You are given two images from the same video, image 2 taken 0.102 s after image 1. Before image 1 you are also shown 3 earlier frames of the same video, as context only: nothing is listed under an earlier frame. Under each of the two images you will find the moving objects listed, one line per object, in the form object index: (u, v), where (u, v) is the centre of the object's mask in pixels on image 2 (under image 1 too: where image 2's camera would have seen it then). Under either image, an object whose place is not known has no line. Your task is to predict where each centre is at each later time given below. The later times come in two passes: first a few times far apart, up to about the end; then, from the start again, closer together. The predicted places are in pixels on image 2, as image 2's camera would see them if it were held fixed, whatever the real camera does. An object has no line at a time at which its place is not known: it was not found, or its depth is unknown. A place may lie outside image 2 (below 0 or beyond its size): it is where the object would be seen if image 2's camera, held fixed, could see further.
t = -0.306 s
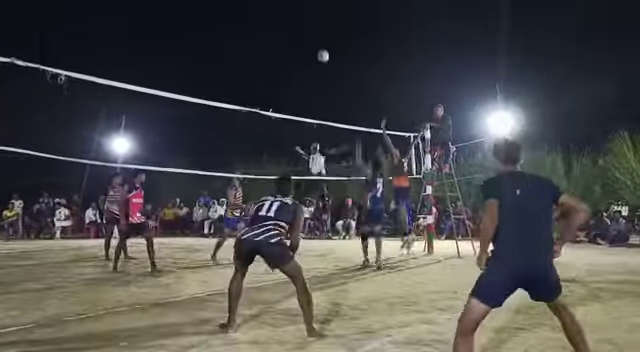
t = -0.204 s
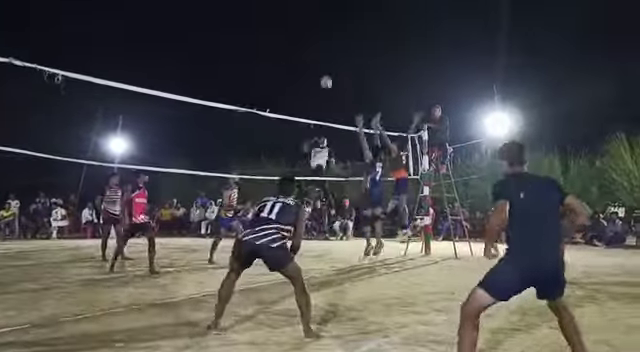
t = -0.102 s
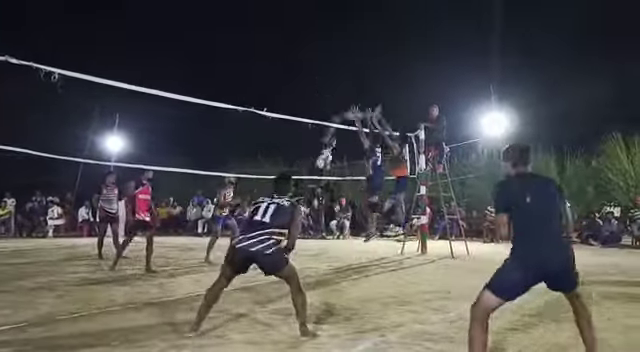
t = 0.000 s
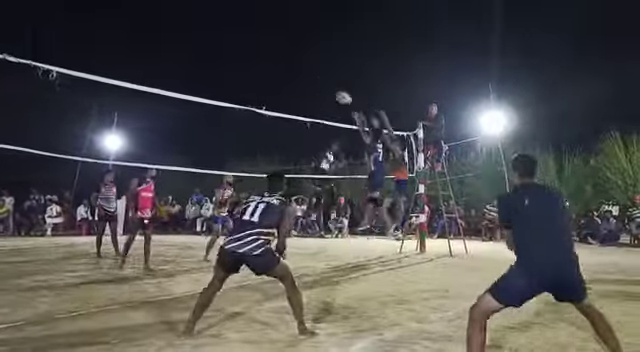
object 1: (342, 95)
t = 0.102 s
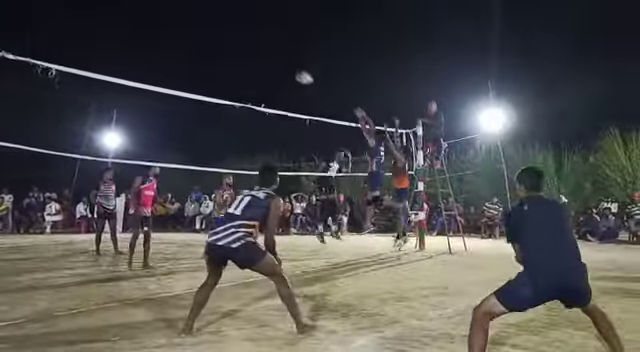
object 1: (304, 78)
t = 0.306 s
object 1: (213, 58)
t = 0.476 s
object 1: (119, 61)
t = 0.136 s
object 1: (290, 73)
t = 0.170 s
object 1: (276, 69)
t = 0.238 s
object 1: (246, 63)
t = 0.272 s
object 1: (231, 60)
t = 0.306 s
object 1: (213, 58)
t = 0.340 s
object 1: (196, 57)
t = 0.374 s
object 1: (179, 57)
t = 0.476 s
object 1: (119, 61)
